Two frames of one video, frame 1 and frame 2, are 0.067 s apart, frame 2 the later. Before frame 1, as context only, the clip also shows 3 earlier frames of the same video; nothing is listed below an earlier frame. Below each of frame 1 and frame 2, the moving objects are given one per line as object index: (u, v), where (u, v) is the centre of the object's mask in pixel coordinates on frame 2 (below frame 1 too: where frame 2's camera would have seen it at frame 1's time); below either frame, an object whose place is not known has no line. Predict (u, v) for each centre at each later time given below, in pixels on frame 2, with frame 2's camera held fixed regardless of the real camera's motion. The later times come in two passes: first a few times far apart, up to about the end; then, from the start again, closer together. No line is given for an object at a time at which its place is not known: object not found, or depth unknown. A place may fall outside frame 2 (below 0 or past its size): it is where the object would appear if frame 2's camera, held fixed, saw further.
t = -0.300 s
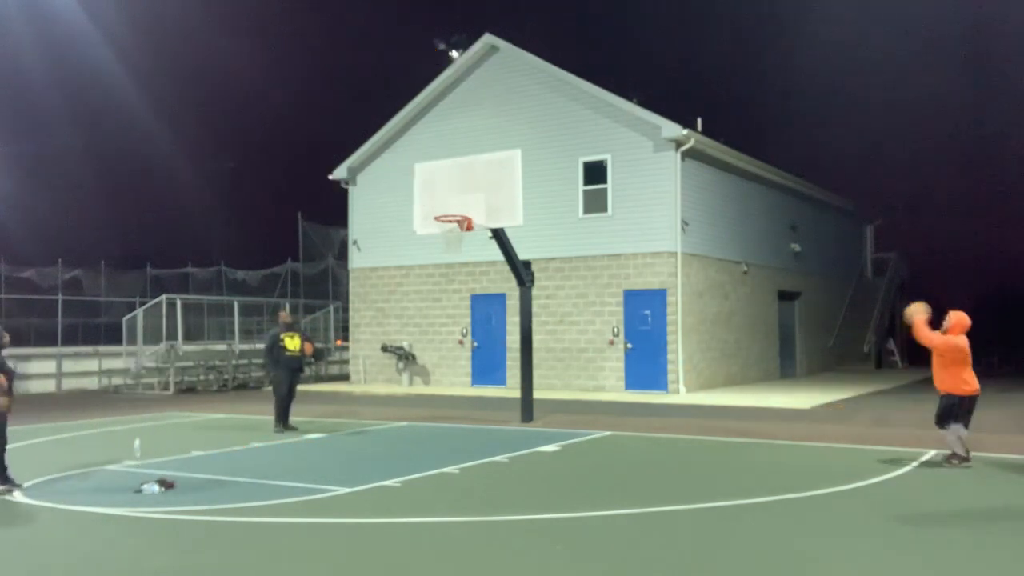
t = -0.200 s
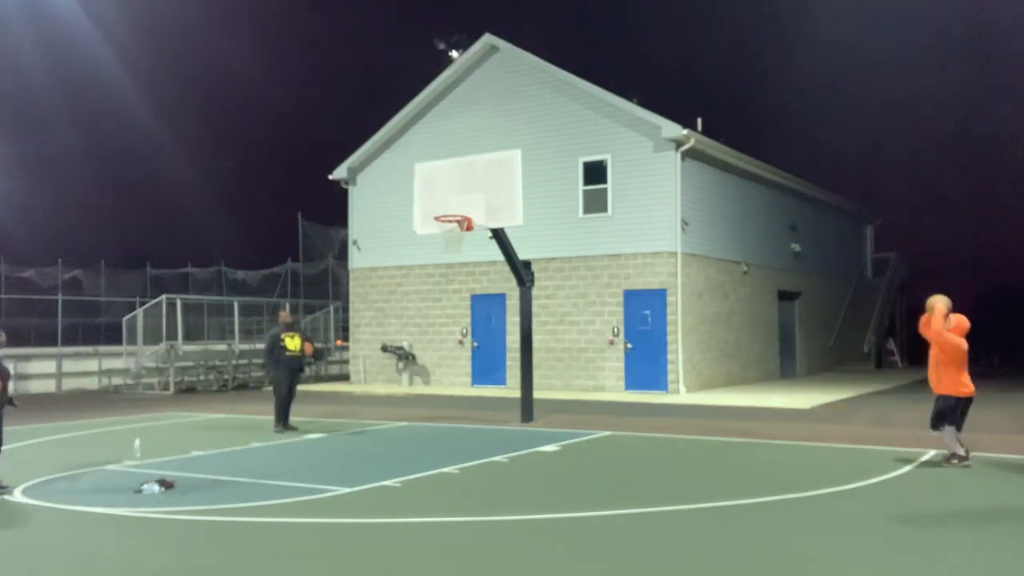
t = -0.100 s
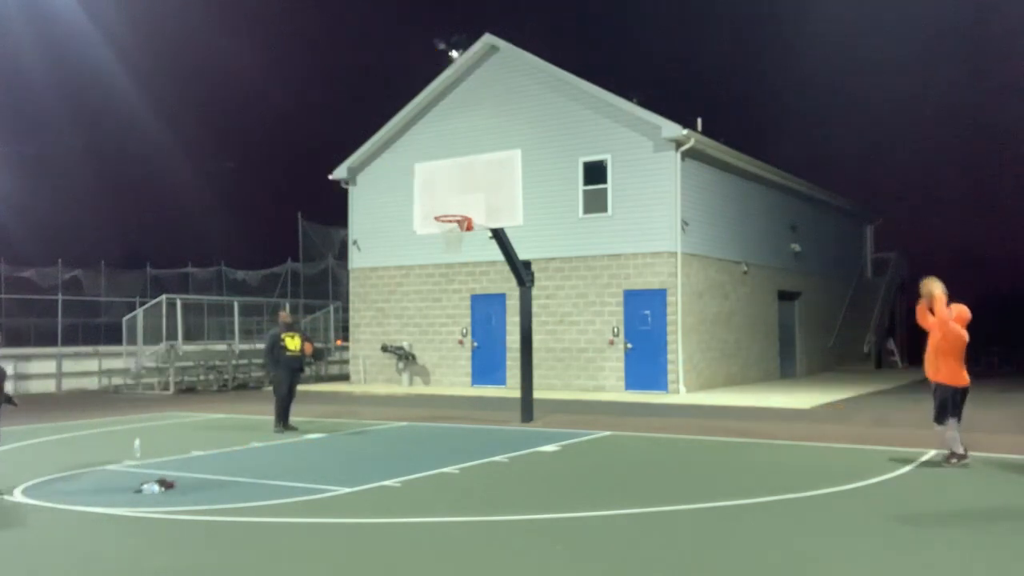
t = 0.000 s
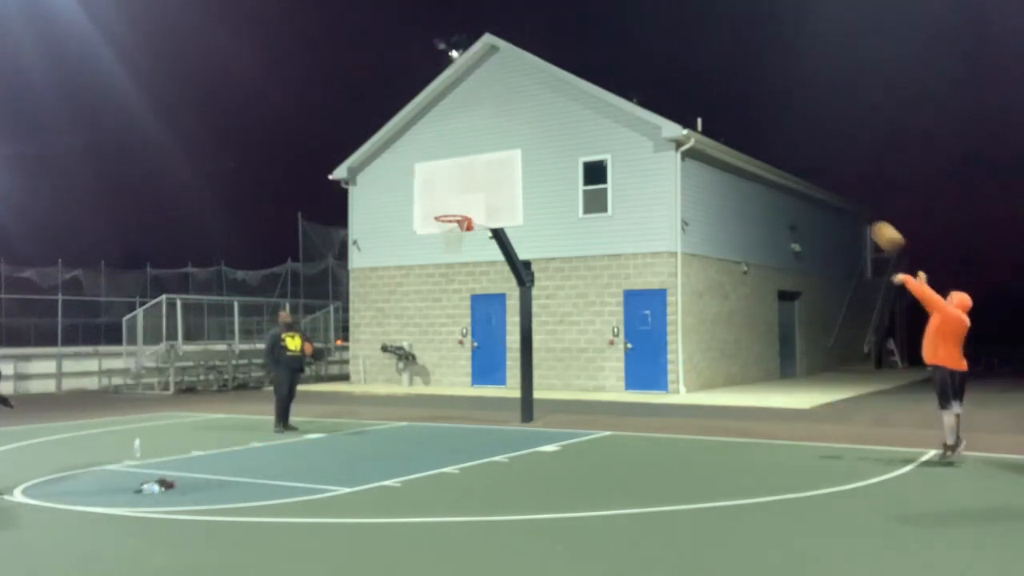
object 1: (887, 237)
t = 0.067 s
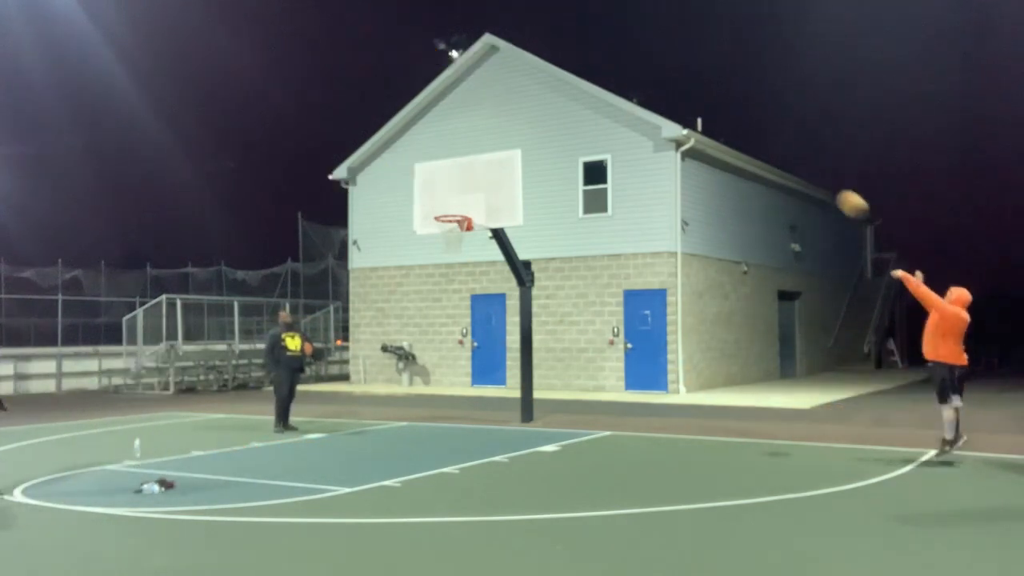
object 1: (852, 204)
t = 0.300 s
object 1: (739, 129)
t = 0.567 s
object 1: (633, 105)
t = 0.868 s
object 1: (526, 144)
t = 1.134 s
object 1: (455, 199)
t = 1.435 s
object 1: (429, 168)
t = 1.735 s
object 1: (405, 200)
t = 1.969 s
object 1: (387, 266)
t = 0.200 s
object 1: (786, 154)
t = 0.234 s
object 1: (770, 145)
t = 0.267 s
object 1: (755, 136)
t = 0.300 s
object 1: (739, 129)
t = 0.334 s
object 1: (725, 123)
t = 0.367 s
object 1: (712, 117)
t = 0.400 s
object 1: (697, 113)
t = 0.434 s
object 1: (683, 110)
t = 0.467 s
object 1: (670, 107)
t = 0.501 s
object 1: (658, 105)
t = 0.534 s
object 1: (645, 104)
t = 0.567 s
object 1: (633, 105)
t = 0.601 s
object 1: (620, 106)
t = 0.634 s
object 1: (607, 109)
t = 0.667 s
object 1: (595, 111)
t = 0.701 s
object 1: (584, 115)
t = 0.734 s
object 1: (572, 119)
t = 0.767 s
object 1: (560, 124)
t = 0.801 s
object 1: (549, 130)
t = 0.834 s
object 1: (538, 137)
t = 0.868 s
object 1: (526, 144)
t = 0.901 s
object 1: (516, 152)
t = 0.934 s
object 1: (505, 160)
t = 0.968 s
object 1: (494, 170)
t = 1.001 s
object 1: (485, 179)
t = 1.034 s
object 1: (475, 189)
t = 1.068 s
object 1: (465, 200)
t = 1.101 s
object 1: (458, 207)
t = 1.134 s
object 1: (455, 199)
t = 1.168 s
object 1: (452, 193)
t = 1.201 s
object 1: (449, 187)
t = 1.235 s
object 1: (446, 182)
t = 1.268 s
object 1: (443, 178)
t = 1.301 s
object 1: (440, 175)
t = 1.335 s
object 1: (438, 172)
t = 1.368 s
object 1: (435, 170)
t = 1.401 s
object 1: (432, 168)
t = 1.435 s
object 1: (429, 168)
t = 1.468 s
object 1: (427, 169)
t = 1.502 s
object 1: (424, 170)
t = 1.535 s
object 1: (421, 171)
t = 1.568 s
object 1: (418, 174)
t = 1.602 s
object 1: (415, 178)
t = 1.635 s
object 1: (413, 182)
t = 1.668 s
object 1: (410, 187)
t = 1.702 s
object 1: (408, 193)
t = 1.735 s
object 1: (405, 200)
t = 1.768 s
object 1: (402, 207)
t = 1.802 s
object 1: (400, 215)
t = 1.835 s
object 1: (397, 224)
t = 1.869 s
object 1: (394, 234)
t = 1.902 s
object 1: (392, 244)
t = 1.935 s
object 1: (389, 254)
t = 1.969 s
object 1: (387, 266)
